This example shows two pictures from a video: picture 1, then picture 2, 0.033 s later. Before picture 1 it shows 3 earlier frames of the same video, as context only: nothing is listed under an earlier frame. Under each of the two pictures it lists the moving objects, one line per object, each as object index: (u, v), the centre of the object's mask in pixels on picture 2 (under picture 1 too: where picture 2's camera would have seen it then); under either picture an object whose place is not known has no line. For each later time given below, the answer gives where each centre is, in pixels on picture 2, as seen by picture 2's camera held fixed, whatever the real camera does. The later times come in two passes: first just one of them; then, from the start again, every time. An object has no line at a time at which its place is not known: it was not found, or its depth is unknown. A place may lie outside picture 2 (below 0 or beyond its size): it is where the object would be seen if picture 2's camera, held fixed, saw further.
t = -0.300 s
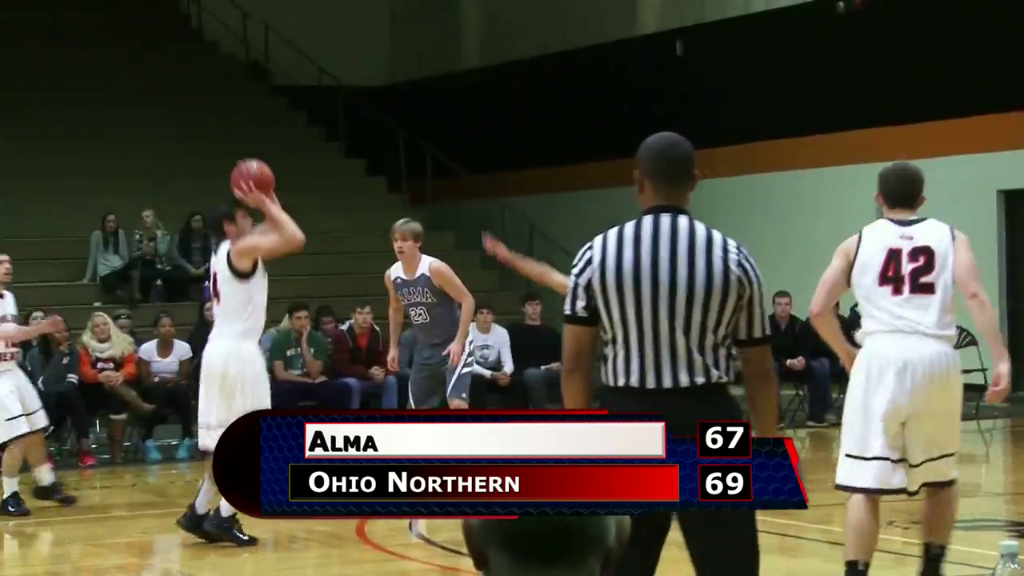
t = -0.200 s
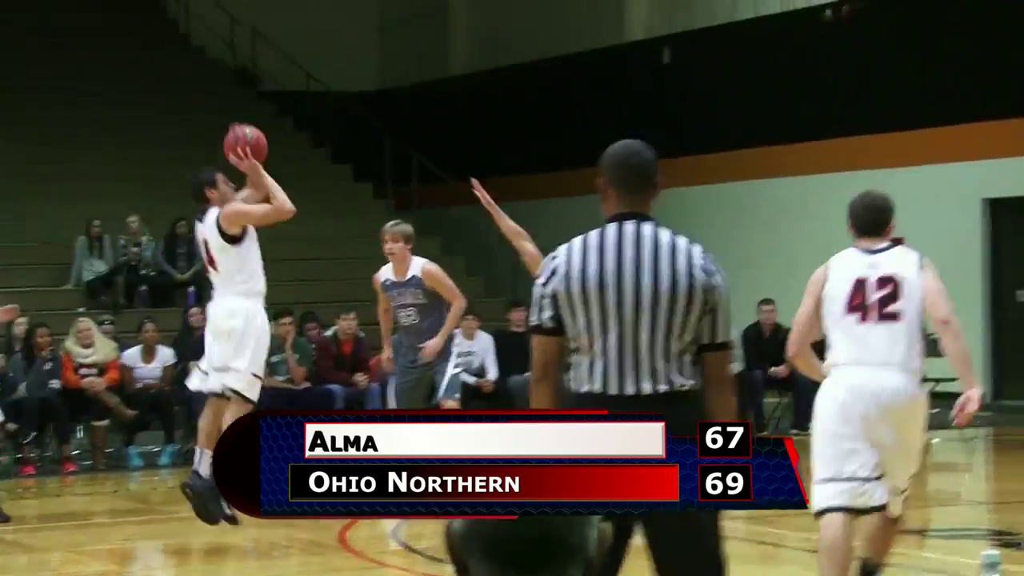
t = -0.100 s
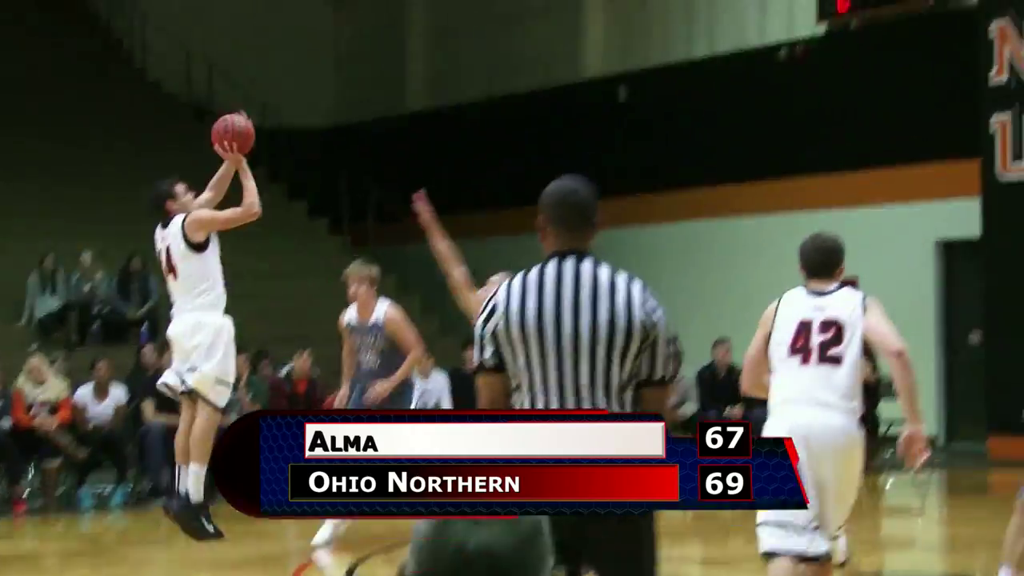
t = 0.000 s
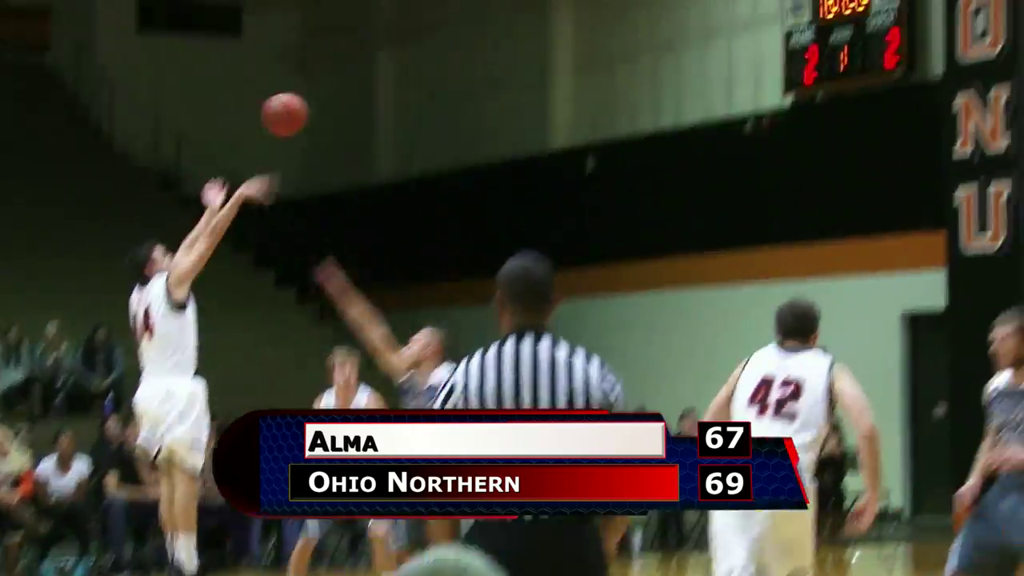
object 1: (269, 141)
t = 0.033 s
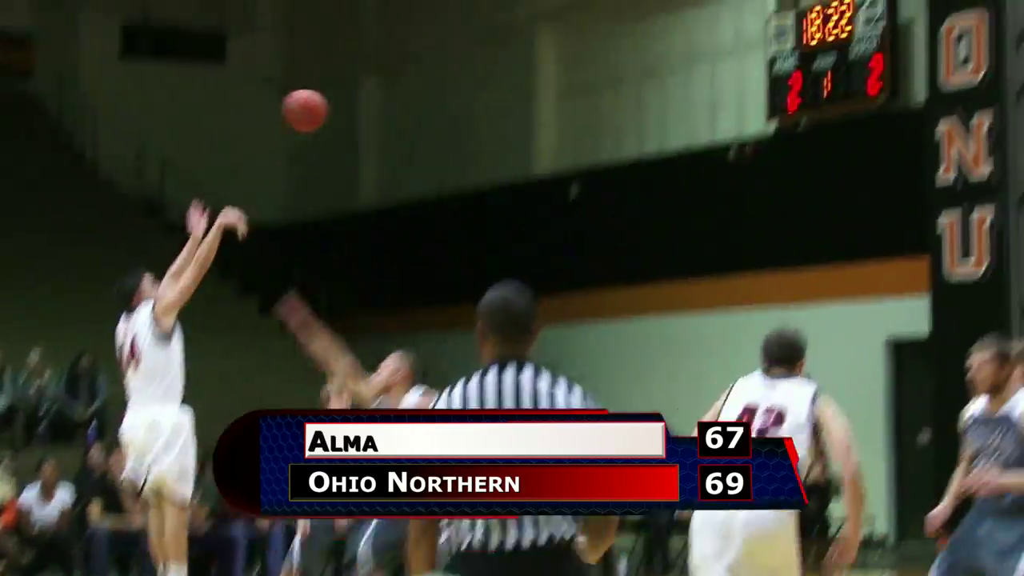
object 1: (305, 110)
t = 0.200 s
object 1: (477, -11)
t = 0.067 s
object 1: (340, 83)
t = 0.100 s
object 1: (374, 56)
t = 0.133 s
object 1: (409, 32)
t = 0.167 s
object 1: (443, 10)
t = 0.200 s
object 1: (477, -11)
